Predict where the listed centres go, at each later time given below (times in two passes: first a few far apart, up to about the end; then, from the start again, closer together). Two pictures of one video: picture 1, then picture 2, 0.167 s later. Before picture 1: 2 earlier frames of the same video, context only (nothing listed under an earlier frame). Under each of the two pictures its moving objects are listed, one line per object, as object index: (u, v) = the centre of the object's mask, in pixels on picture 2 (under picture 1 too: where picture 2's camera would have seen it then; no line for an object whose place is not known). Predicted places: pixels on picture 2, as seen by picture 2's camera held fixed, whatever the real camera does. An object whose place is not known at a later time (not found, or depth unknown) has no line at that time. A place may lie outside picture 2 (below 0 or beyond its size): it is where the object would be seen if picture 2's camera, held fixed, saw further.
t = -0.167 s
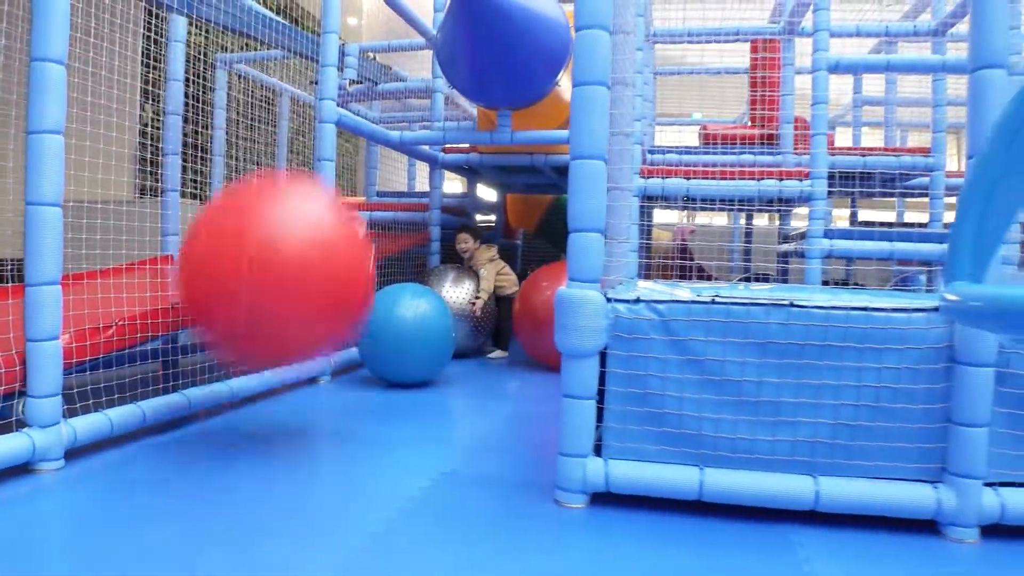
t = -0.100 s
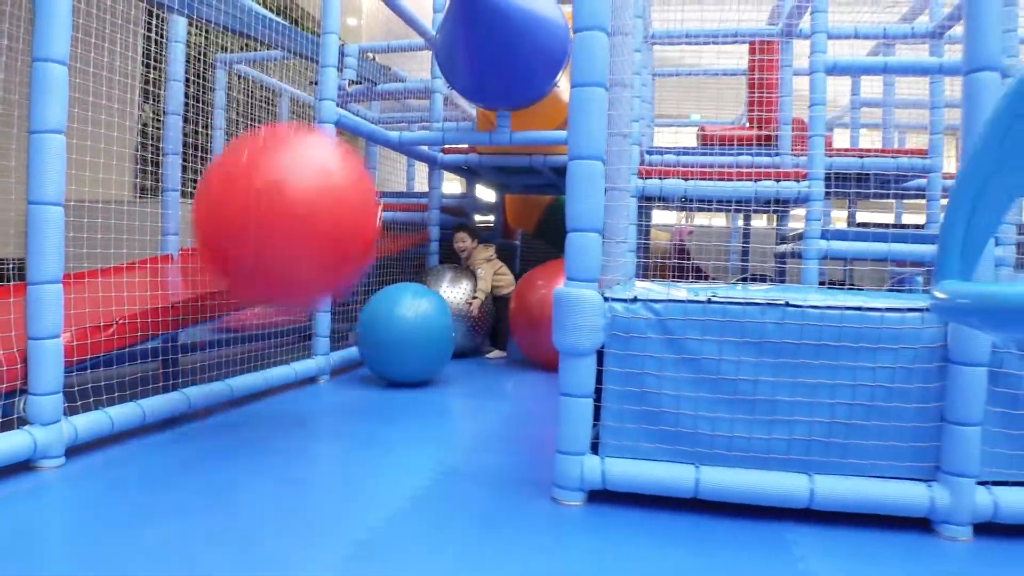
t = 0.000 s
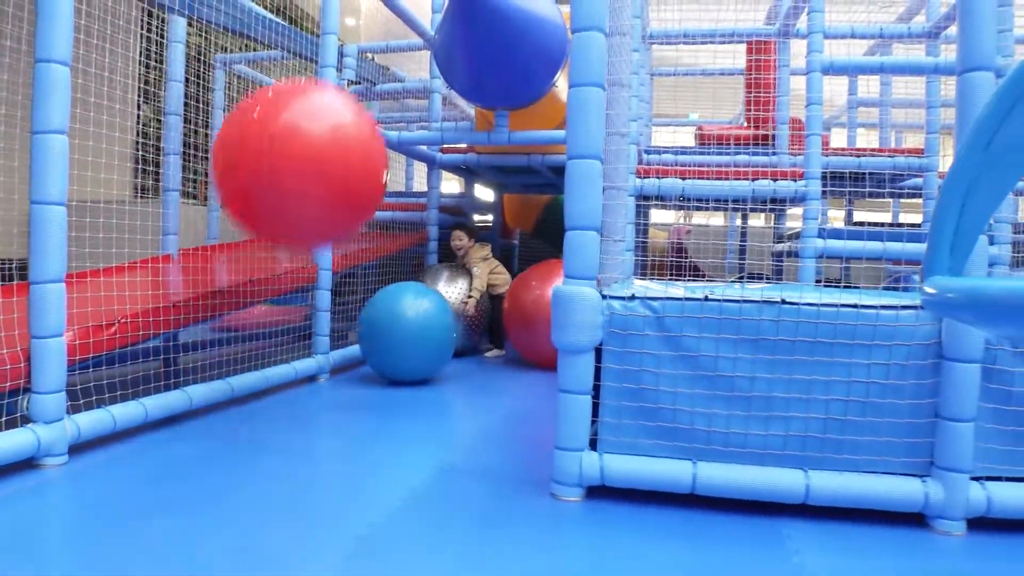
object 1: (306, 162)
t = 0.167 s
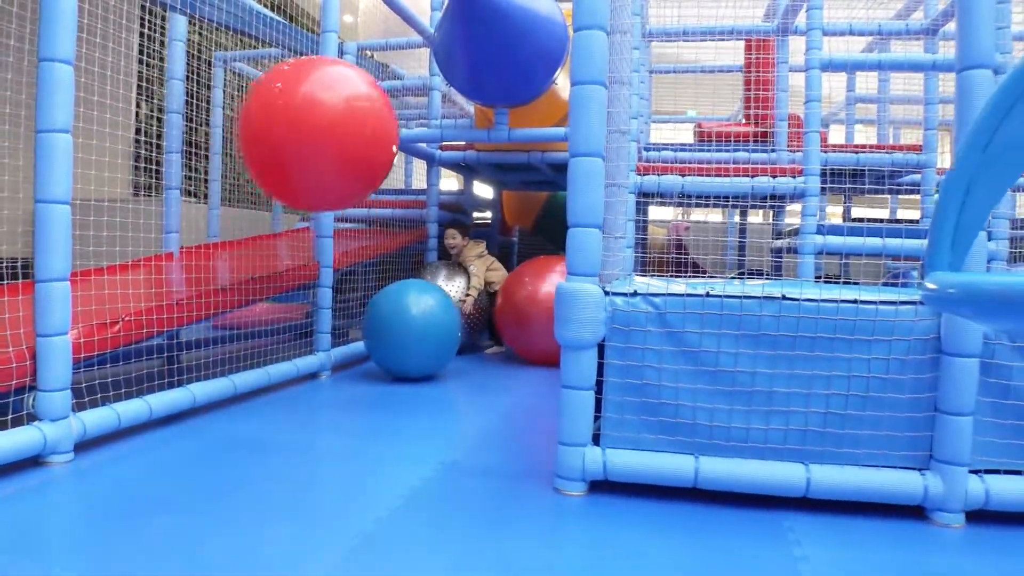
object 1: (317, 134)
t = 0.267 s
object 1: (326, 142)
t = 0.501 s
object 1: (359, 213)
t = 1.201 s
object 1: (309, 312)
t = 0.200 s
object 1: (320, 135)
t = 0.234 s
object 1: (323, 138)
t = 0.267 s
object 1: (326, 142)
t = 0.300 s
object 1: (329, 149)
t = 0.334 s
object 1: (332, 157)
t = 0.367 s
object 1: (336, 166)
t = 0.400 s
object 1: (341, 176)
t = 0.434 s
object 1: (347, 187)
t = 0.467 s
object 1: (354, 199)
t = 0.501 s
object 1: (359, 213)
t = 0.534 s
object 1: (365, 229)
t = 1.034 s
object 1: (315, 250)
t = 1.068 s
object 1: (312, 259)
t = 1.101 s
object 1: (311, 270)
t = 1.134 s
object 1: (310, 282)
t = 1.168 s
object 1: (310, 295)
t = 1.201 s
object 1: (309, 312)
